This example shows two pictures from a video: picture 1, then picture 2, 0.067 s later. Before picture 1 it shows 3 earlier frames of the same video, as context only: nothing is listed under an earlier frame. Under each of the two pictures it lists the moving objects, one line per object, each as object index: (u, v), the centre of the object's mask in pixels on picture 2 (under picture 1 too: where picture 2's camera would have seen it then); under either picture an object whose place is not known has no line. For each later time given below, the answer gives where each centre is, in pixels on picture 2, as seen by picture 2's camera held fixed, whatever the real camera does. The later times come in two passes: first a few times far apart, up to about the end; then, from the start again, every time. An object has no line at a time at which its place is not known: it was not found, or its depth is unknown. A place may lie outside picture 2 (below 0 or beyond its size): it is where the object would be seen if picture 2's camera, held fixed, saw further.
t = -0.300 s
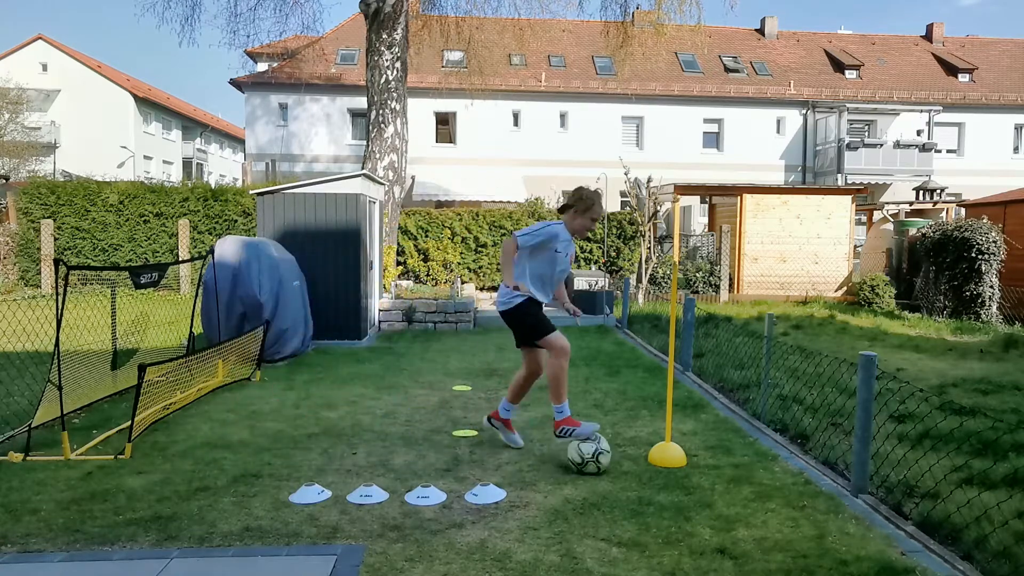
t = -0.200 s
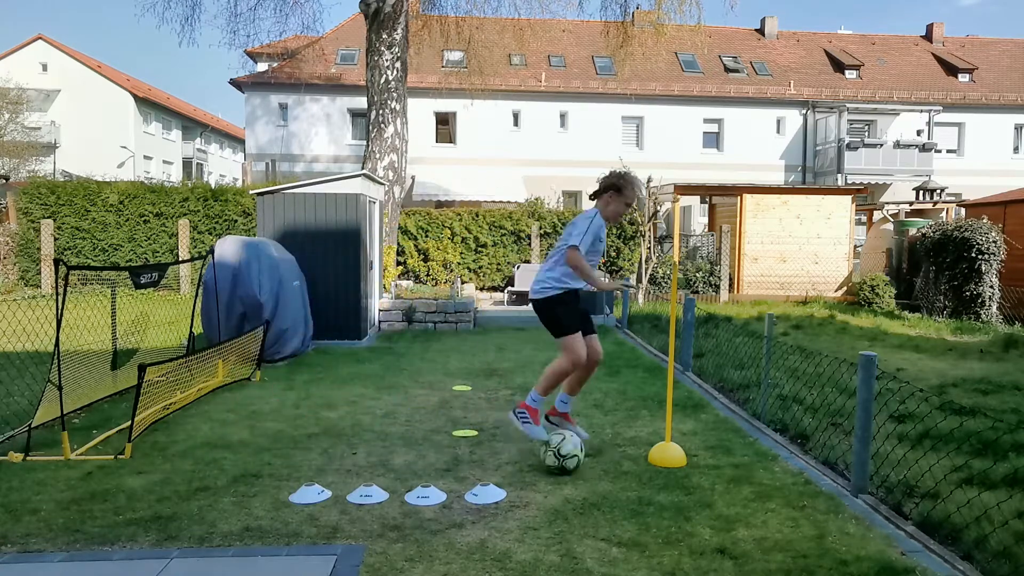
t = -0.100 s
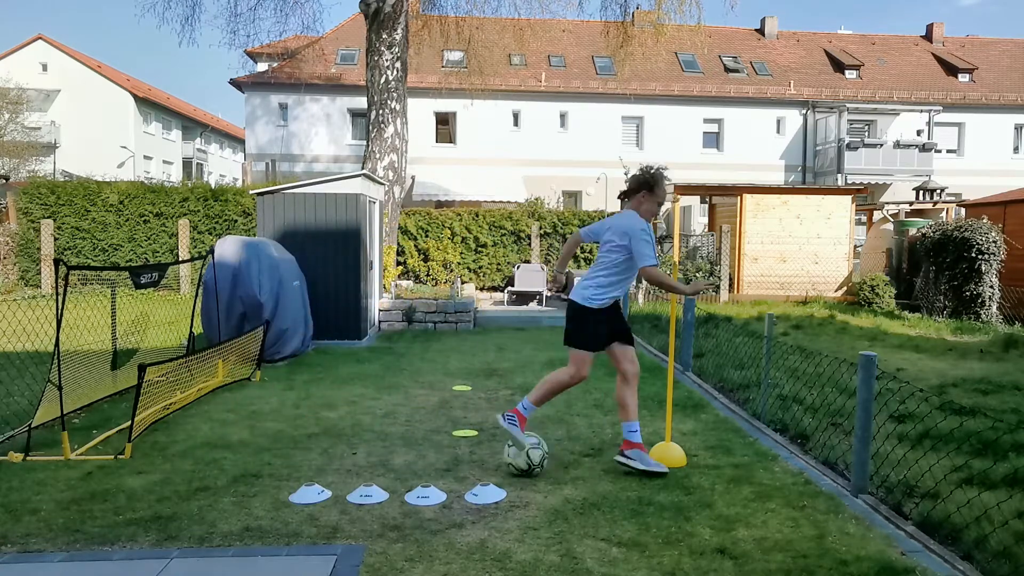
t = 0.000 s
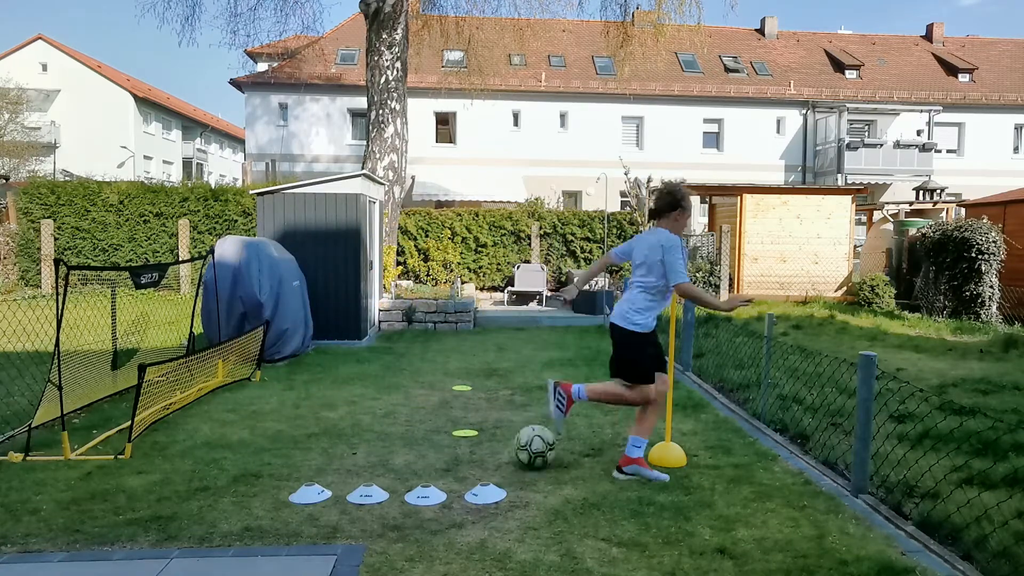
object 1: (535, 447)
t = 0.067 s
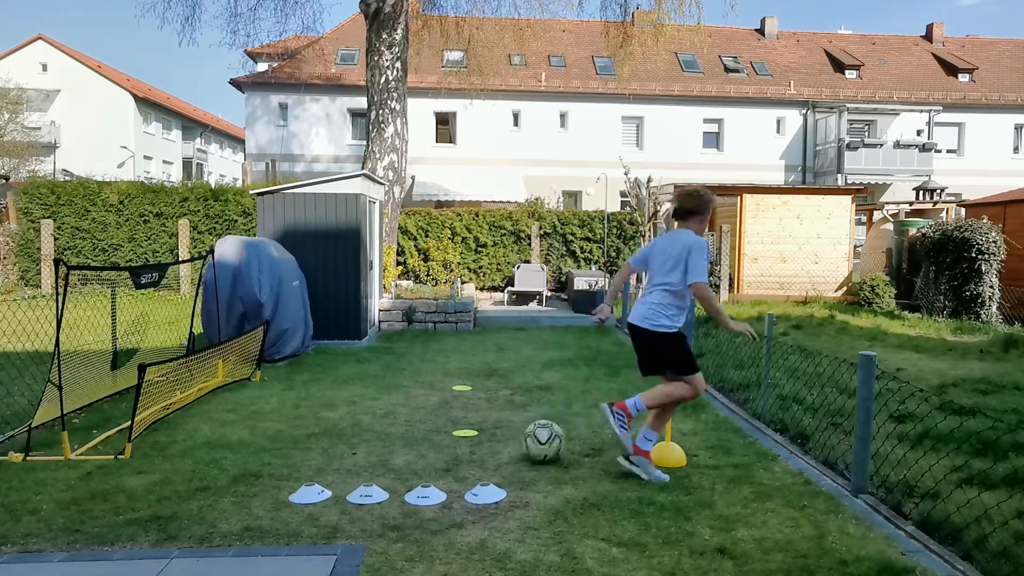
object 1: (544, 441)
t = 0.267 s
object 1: (566, 428)
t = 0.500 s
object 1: (587, 420)
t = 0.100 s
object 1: (547, 439)
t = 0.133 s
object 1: (552, 437)
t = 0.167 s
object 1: (555, 436)
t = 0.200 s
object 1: (559, 432)
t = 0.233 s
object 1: (562, 432)
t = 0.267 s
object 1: (566, 428)
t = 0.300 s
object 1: (570, 426)
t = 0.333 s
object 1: (573, 426)
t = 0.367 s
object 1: (576, 426)
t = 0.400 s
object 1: (579, 424)
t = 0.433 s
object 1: (582, 423)
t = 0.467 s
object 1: (584, 422)
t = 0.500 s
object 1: (587, 420)
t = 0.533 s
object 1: (591, 419)
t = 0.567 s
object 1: (593, 417)
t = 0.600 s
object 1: (595, 415)
